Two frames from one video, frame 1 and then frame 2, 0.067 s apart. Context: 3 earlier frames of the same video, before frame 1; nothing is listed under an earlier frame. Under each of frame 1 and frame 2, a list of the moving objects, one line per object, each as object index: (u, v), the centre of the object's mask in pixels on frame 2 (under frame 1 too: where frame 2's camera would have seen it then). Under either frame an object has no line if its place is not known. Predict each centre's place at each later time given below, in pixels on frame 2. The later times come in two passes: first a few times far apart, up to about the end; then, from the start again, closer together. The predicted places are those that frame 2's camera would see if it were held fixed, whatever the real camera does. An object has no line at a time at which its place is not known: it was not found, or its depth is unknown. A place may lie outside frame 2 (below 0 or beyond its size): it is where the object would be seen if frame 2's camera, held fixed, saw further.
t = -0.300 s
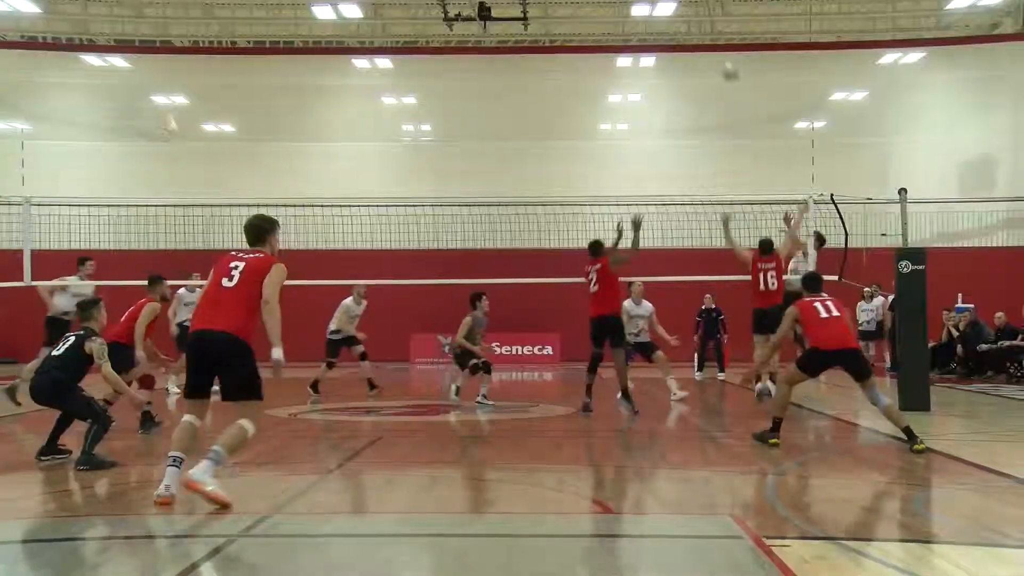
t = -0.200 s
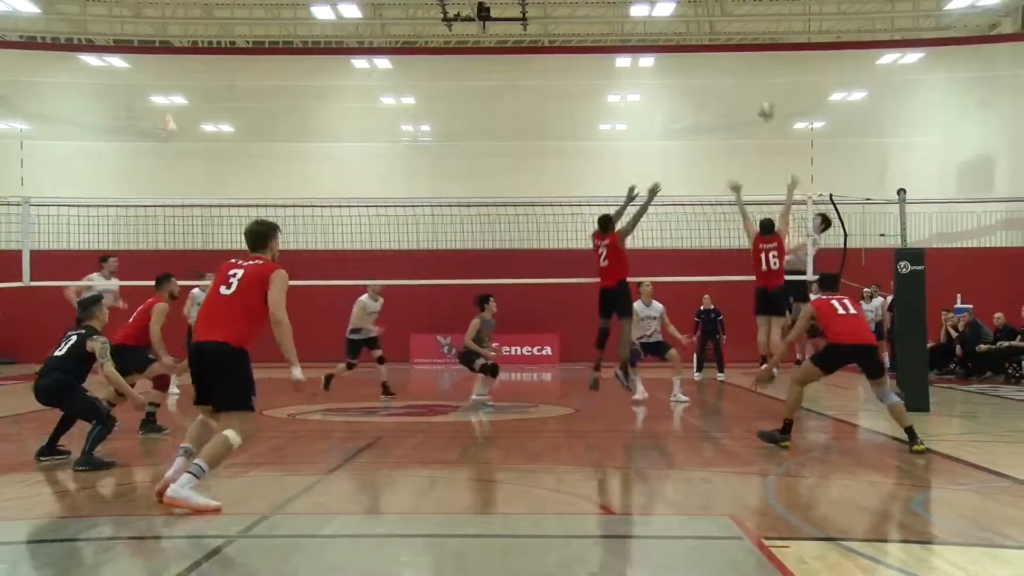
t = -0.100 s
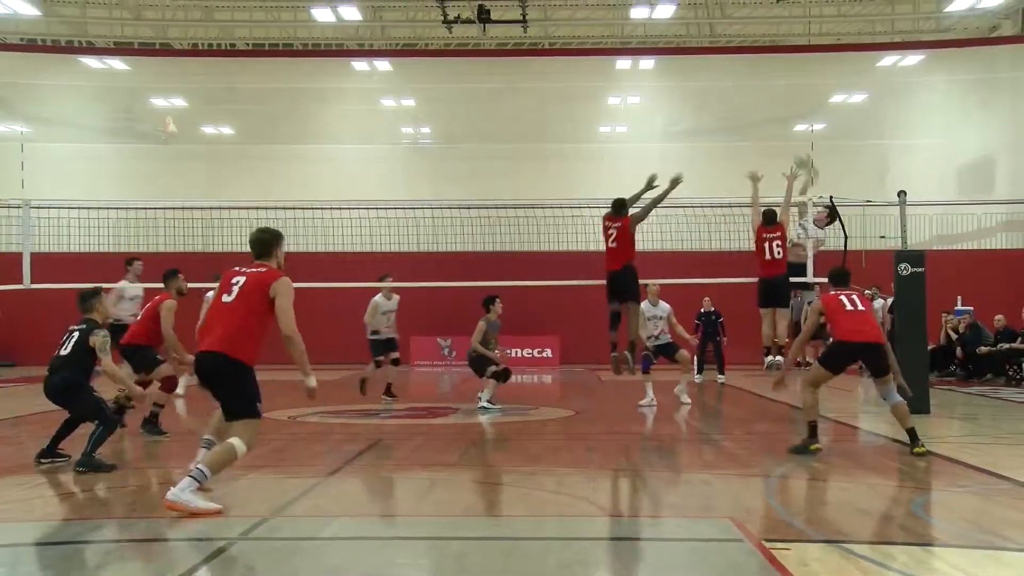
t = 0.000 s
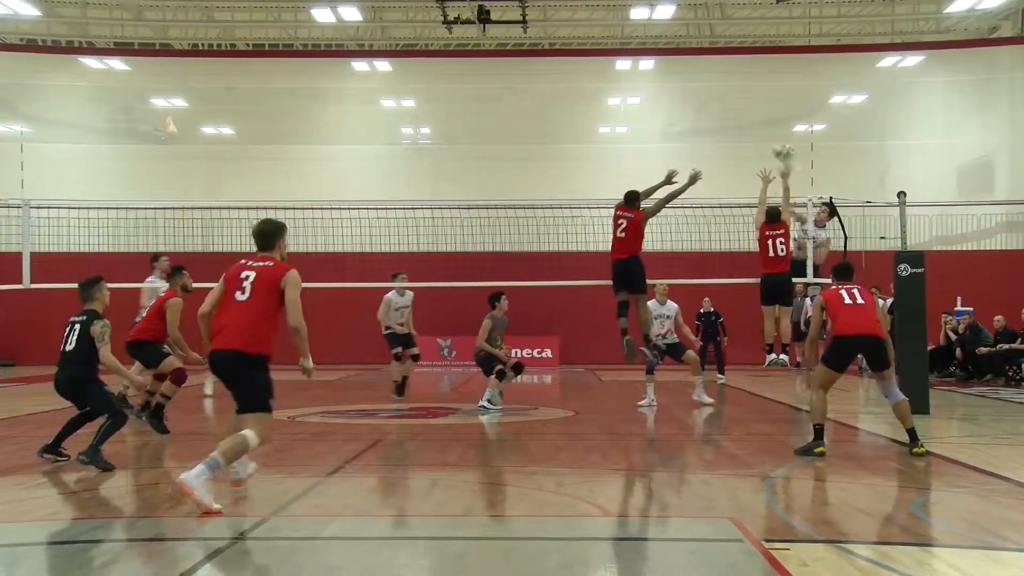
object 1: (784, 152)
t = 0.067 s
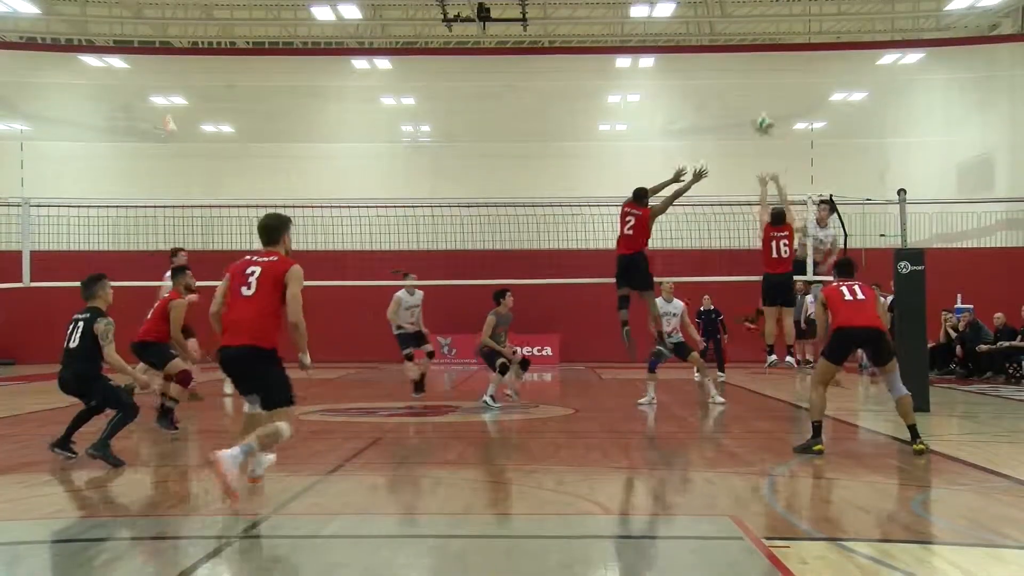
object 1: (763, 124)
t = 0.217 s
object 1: (713, 80)
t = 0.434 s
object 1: (625, 58)
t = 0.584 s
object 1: (549, 87)
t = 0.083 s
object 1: (756, 118)
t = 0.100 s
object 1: (751, 114)
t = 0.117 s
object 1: (746, 107)
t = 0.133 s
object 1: (742, 103)
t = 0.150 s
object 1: (736, 97)
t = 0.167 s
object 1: (729, 93)
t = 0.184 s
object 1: (724, 88)
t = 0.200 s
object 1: (718, 84)
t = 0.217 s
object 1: (713, 80)
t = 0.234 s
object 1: (705, 77)
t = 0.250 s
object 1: (699, 73)
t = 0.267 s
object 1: (692, 70)
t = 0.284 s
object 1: (688, 67)
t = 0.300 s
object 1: (682, 65)
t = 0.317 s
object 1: (674, 63)
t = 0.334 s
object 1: (667, 61)
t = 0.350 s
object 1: (662, 59)
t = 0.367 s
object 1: (655, 58)
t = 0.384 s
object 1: (647, 58)
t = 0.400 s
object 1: (640, 57)
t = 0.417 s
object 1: (632, 57)
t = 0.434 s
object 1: (625, 58)
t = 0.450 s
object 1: (617, 58)
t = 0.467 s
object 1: (608, 60)
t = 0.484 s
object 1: (600, 62)
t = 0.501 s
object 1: (594, 65)
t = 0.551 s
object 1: (568, 76)
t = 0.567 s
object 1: (558, 82)
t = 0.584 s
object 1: (549, 87)
